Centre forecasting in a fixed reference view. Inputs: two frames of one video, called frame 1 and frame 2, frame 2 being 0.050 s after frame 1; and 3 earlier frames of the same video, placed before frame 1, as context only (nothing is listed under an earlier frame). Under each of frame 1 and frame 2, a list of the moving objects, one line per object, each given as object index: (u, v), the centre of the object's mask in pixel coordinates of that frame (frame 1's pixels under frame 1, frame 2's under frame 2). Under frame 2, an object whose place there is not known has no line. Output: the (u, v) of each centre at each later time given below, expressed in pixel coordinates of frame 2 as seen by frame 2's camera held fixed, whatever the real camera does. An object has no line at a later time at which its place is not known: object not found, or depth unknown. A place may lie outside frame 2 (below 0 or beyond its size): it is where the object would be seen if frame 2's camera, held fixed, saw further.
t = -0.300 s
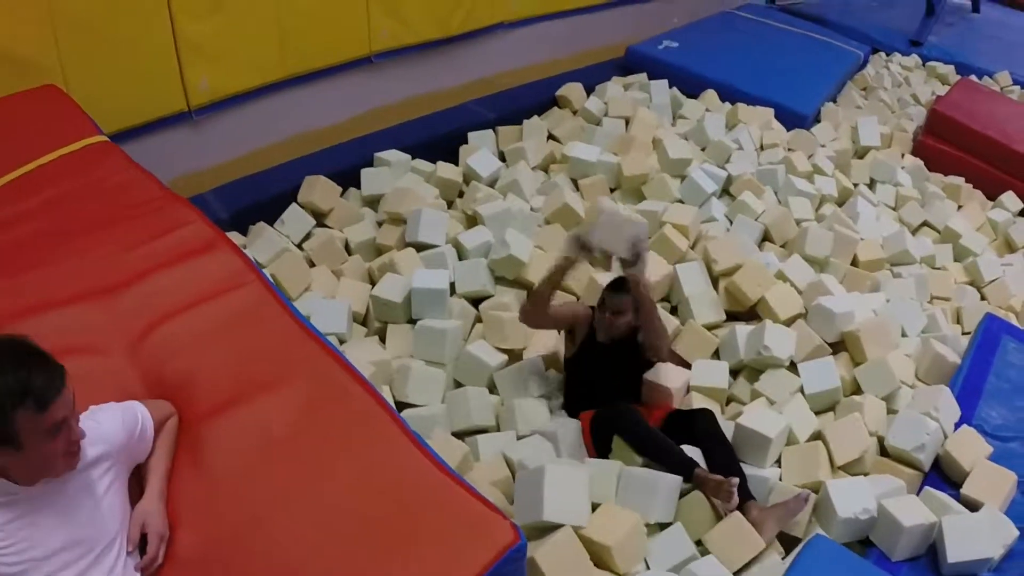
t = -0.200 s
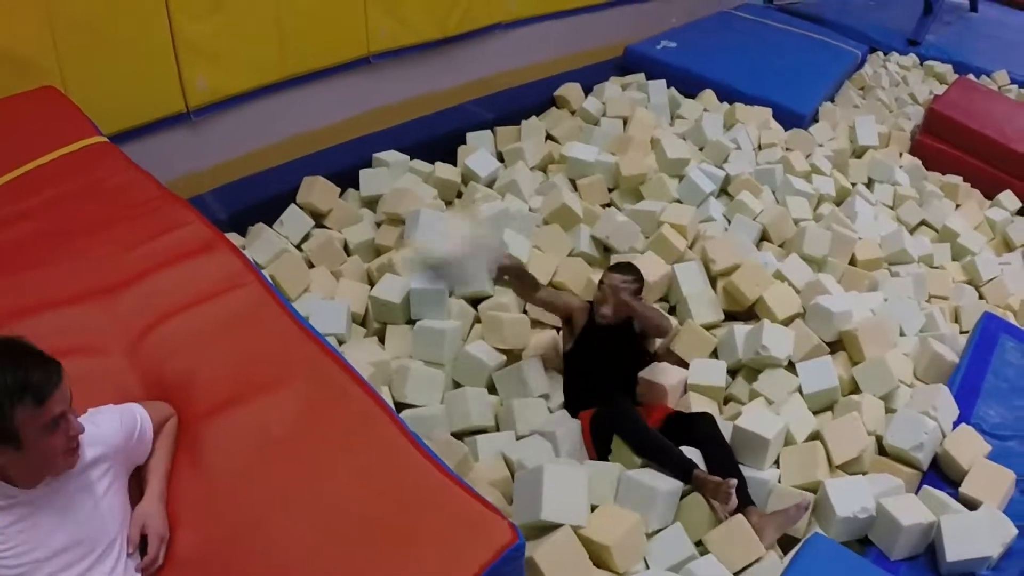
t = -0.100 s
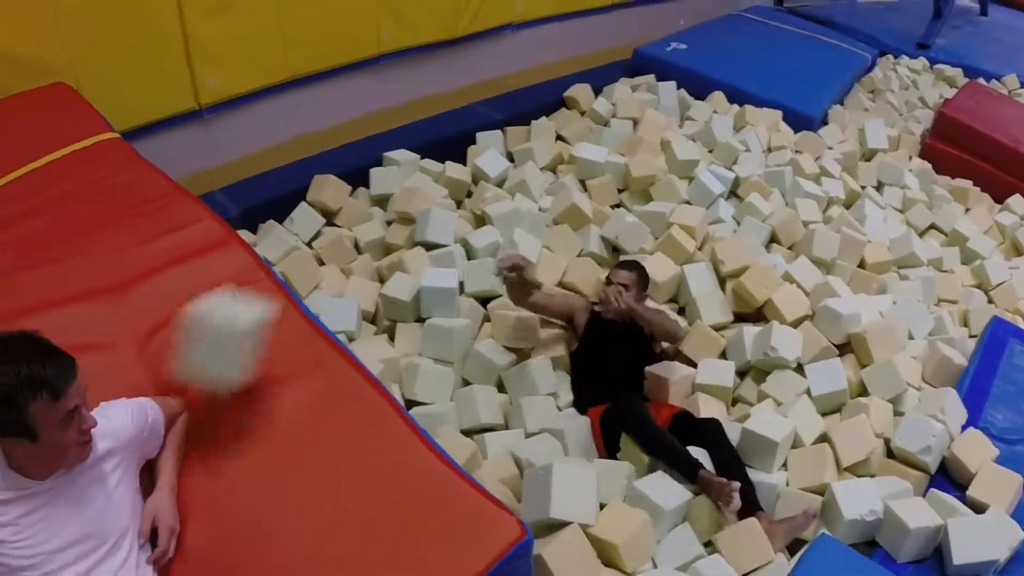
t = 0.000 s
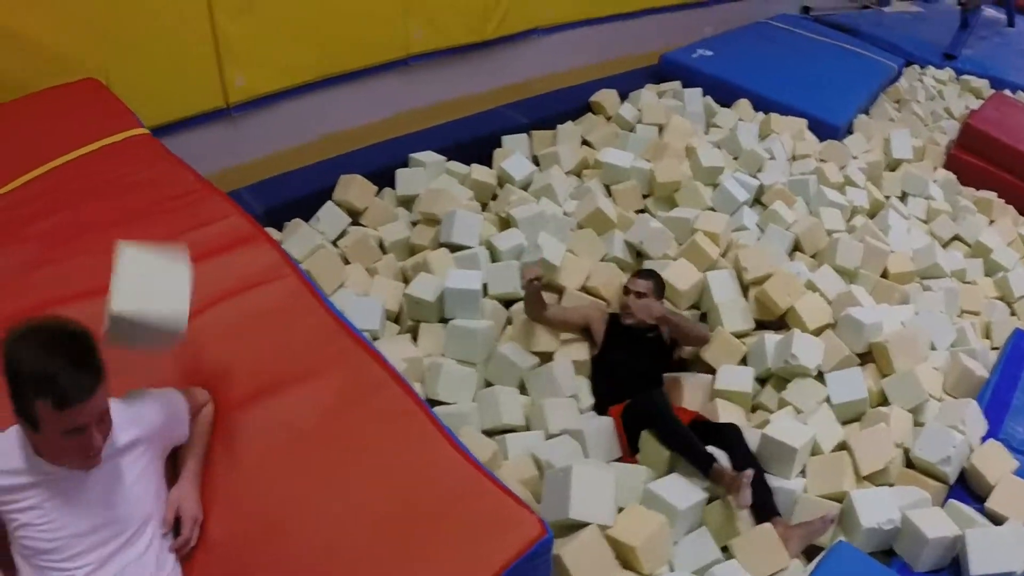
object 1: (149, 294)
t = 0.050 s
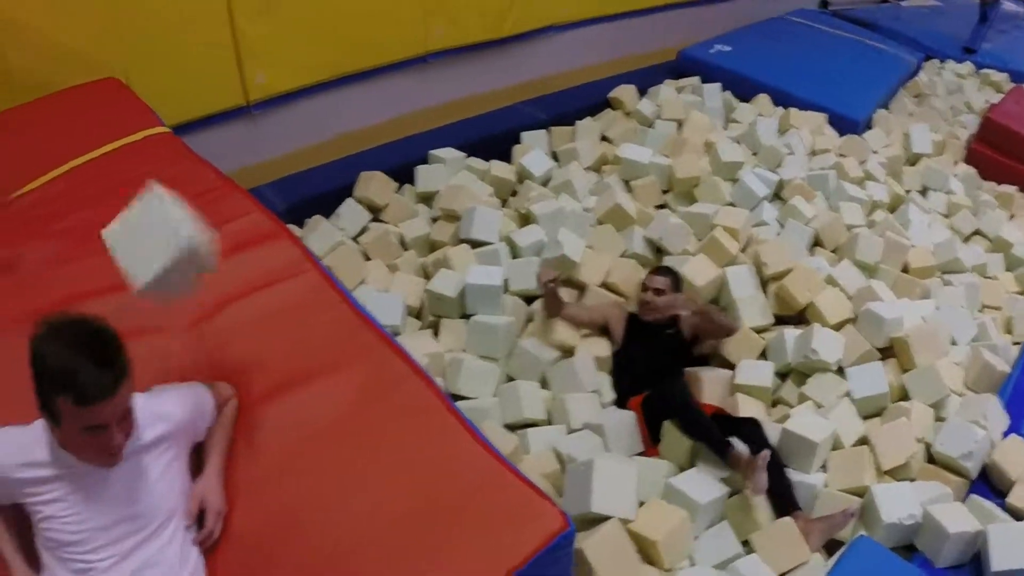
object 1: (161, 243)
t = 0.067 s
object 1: (158, 227)
